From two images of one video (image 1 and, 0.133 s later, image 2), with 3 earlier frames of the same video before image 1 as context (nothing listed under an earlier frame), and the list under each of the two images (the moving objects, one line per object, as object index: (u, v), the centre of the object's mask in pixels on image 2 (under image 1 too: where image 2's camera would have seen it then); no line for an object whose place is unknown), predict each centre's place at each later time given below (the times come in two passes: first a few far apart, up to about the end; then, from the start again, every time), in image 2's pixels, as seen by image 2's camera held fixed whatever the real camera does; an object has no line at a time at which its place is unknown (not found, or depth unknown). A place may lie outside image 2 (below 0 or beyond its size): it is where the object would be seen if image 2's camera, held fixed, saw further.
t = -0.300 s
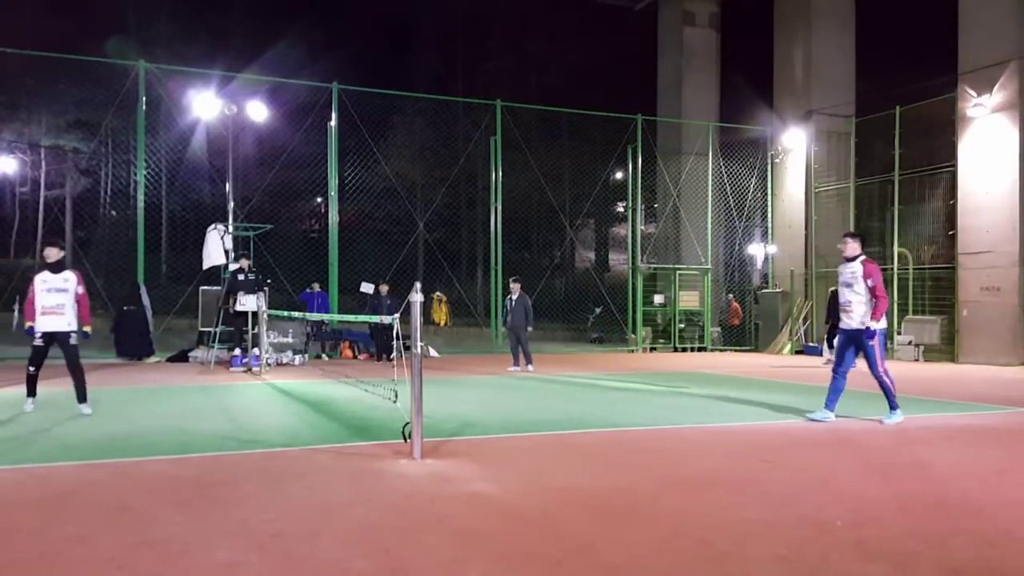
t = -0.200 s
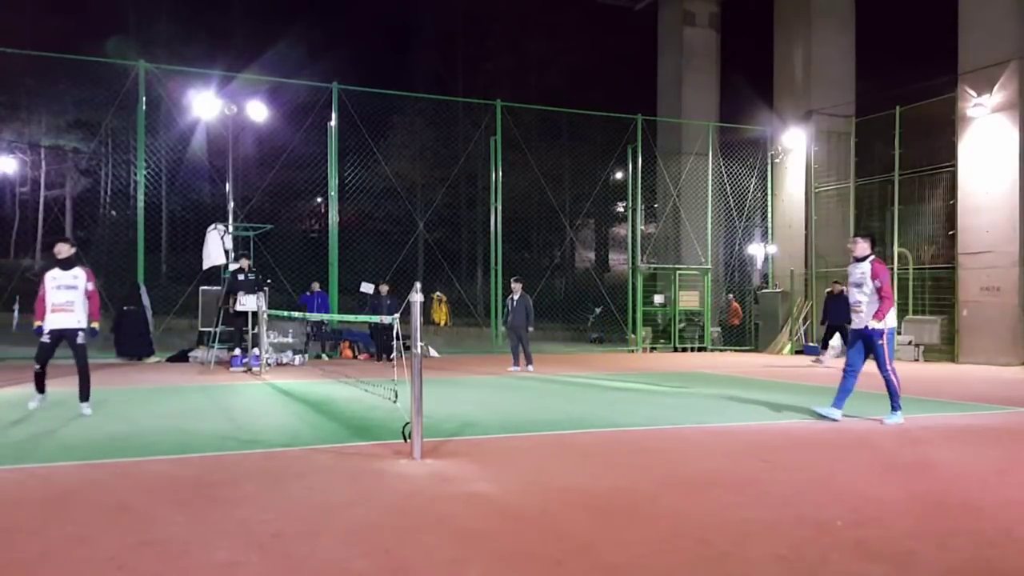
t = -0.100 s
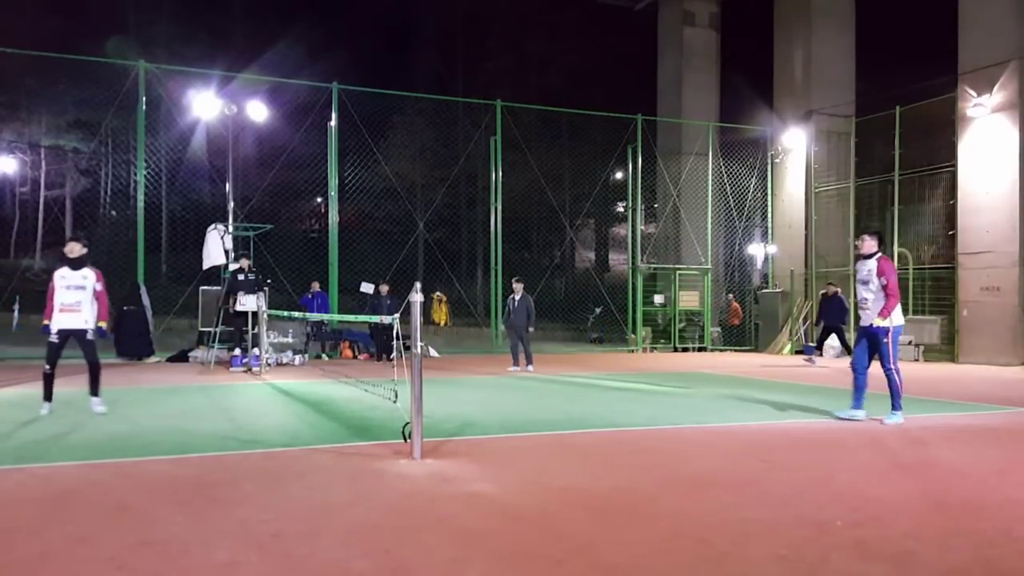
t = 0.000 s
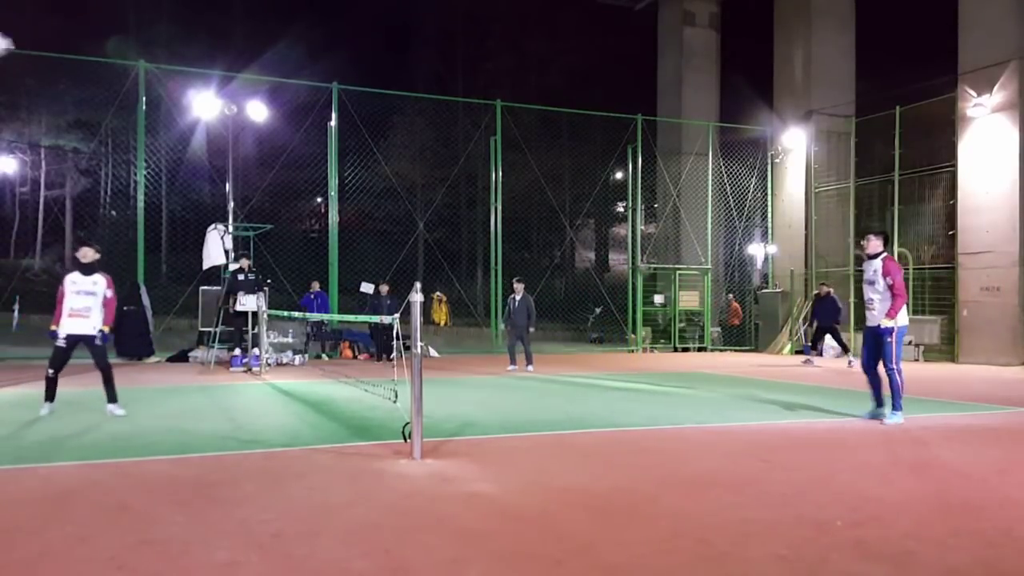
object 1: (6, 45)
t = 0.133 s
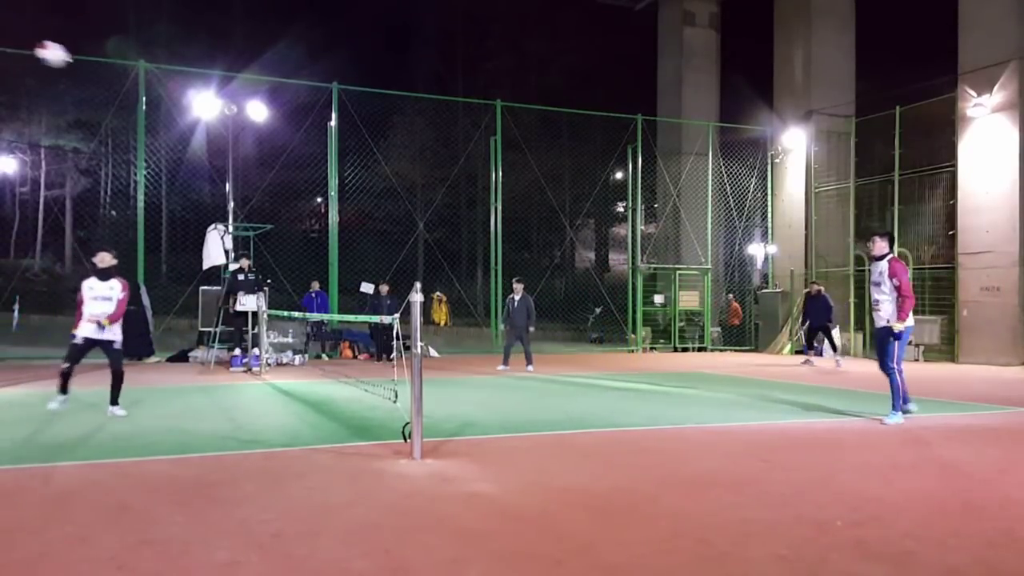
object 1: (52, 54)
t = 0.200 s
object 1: (81, 66)
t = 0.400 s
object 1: (159, 130)
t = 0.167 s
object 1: (67, 60)
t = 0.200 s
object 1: (81, 66)
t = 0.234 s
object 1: (94, 75)
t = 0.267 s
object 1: (108, 83)
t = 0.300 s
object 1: (120, 93)
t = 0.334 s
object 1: (134, 105)
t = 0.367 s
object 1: (146, 117)
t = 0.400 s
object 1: (159, 130)
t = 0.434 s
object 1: (171, 144)
